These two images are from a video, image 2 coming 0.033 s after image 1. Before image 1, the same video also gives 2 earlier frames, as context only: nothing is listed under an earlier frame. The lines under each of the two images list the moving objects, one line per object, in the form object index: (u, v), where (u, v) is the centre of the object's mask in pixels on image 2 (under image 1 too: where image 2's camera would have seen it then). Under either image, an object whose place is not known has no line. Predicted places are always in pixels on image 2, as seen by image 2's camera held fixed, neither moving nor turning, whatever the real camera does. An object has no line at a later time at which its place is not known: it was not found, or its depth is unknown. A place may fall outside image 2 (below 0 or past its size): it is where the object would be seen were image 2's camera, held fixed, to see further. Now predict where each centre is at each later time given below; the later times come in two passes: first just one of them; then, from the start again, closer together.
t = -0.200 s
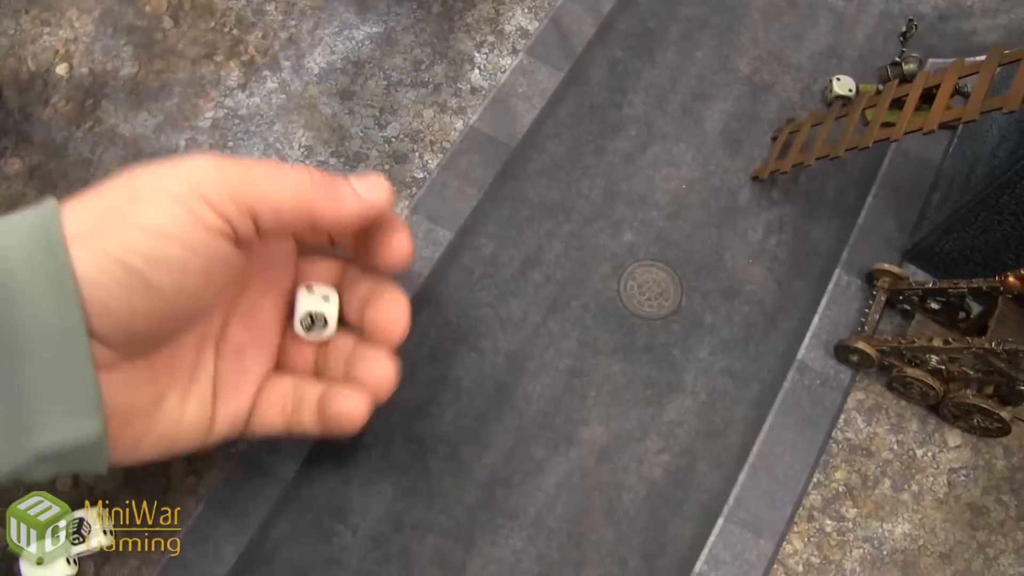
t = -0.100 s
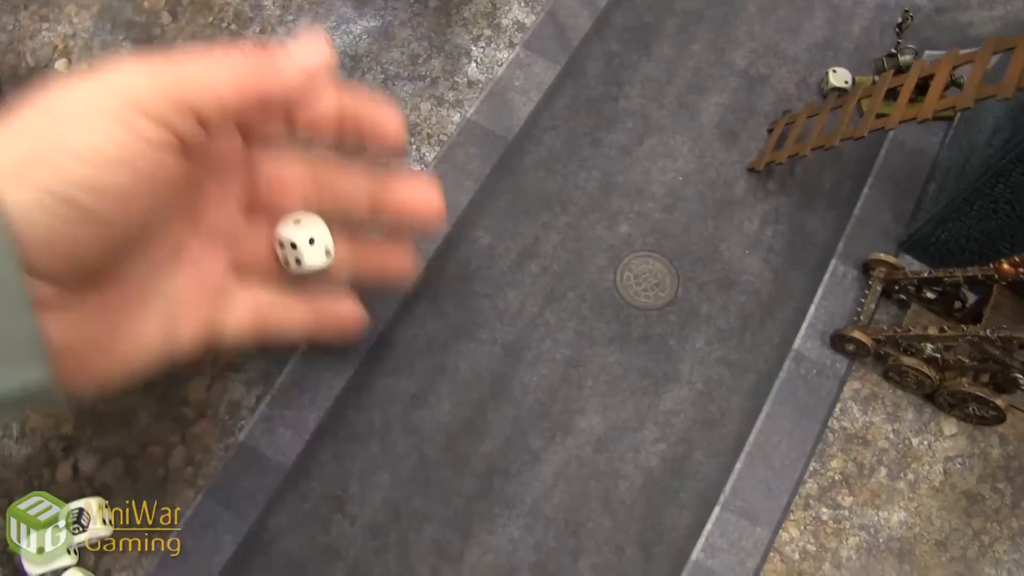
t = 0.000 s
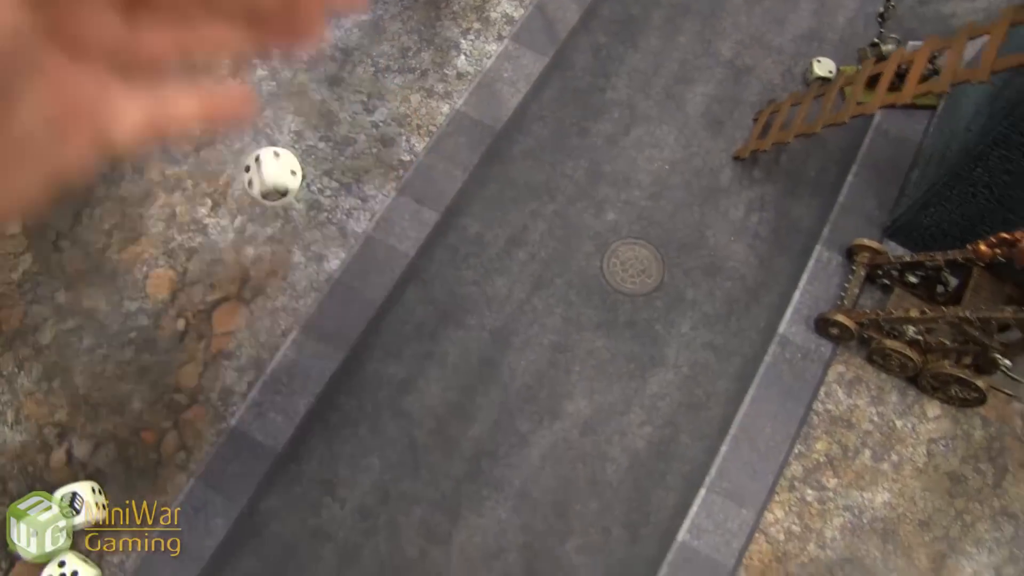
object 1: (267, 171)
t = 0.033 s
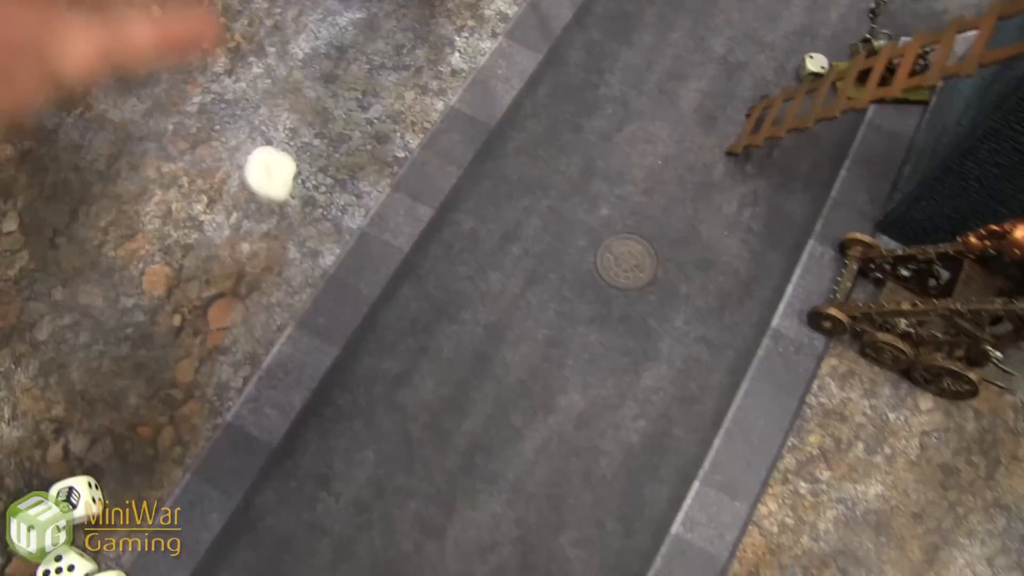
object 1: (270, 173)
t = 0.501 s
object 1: (362, 343)
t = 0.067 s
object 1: (282, 192)
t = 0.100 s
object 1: (295, 224)
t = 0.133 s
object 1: (299, 229)
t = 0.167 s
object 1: (299, 223)
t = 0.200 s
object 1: (305, 229)
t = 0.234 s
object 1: (316, 247)
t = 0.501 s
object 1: (362, 343)
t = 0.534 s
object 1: (362, 343)
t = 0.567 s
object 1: (362, 343)
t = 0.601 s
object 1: (363, 343)
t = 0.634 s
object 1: (363, 344)
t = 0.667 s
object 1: (363, 344)
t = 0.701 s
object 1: (363, 344)
